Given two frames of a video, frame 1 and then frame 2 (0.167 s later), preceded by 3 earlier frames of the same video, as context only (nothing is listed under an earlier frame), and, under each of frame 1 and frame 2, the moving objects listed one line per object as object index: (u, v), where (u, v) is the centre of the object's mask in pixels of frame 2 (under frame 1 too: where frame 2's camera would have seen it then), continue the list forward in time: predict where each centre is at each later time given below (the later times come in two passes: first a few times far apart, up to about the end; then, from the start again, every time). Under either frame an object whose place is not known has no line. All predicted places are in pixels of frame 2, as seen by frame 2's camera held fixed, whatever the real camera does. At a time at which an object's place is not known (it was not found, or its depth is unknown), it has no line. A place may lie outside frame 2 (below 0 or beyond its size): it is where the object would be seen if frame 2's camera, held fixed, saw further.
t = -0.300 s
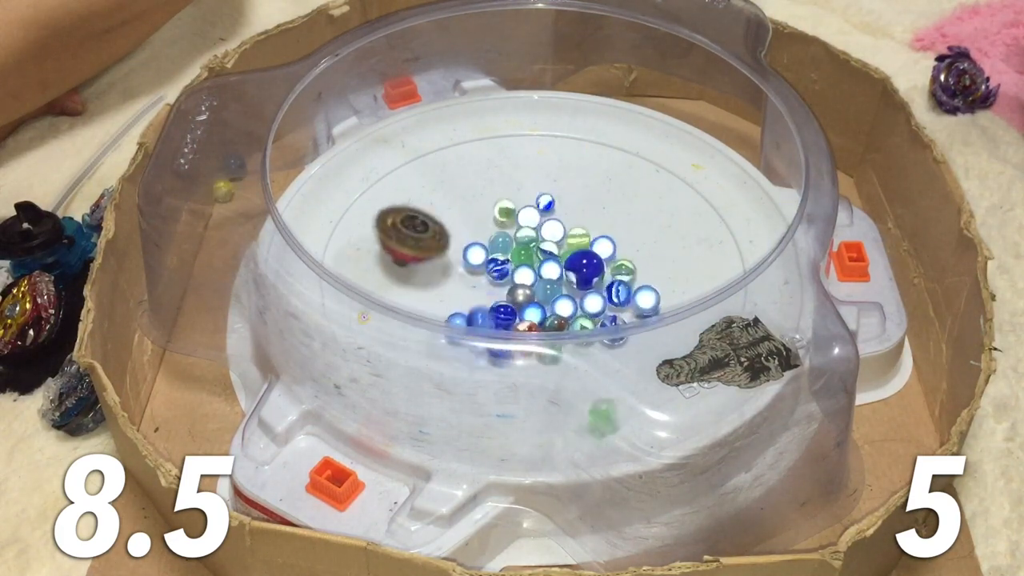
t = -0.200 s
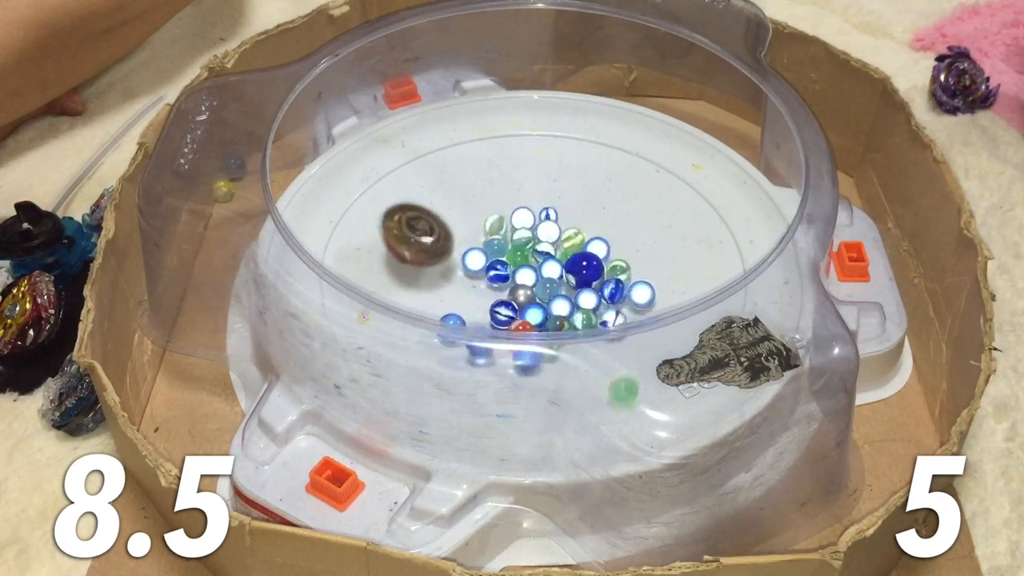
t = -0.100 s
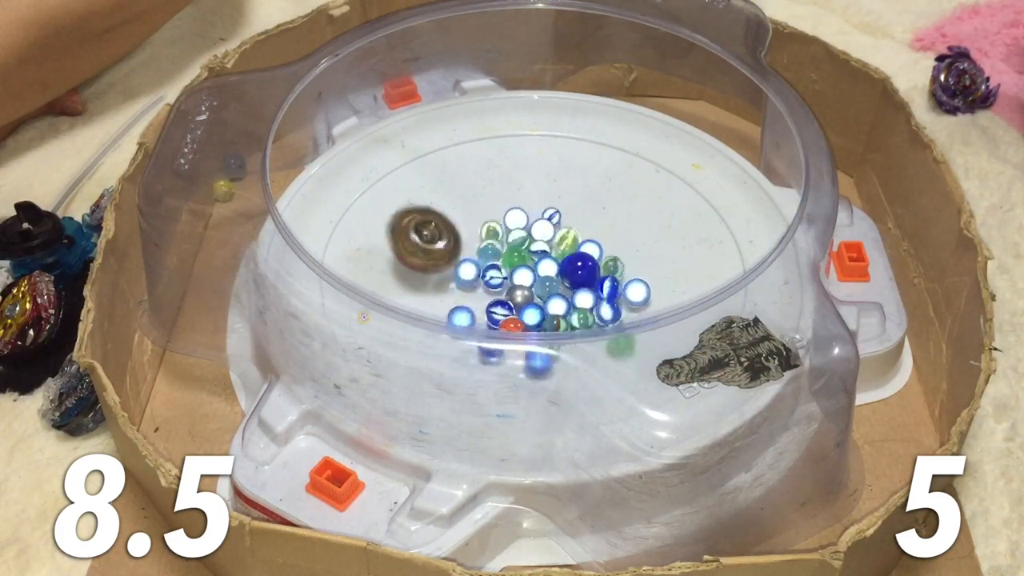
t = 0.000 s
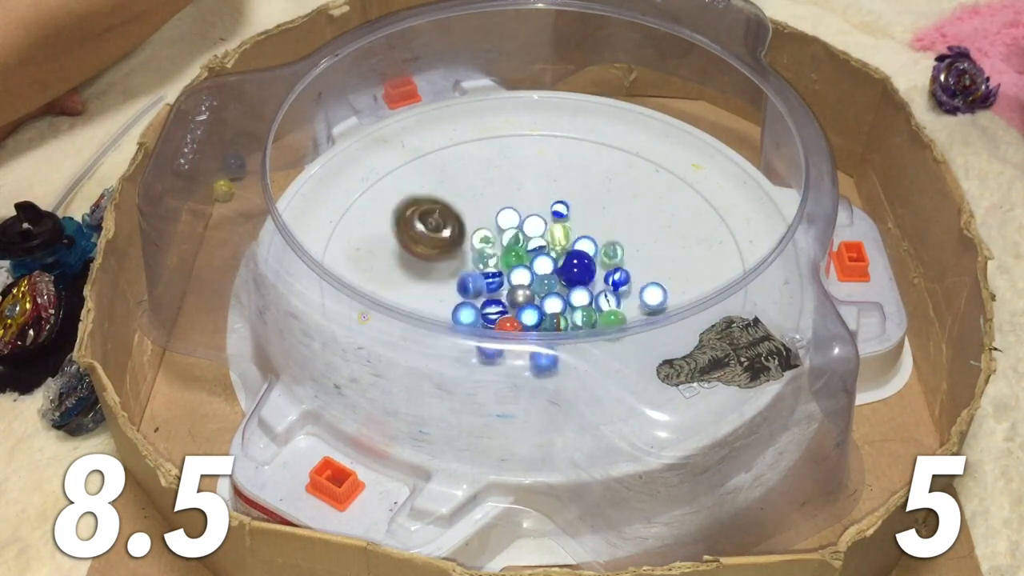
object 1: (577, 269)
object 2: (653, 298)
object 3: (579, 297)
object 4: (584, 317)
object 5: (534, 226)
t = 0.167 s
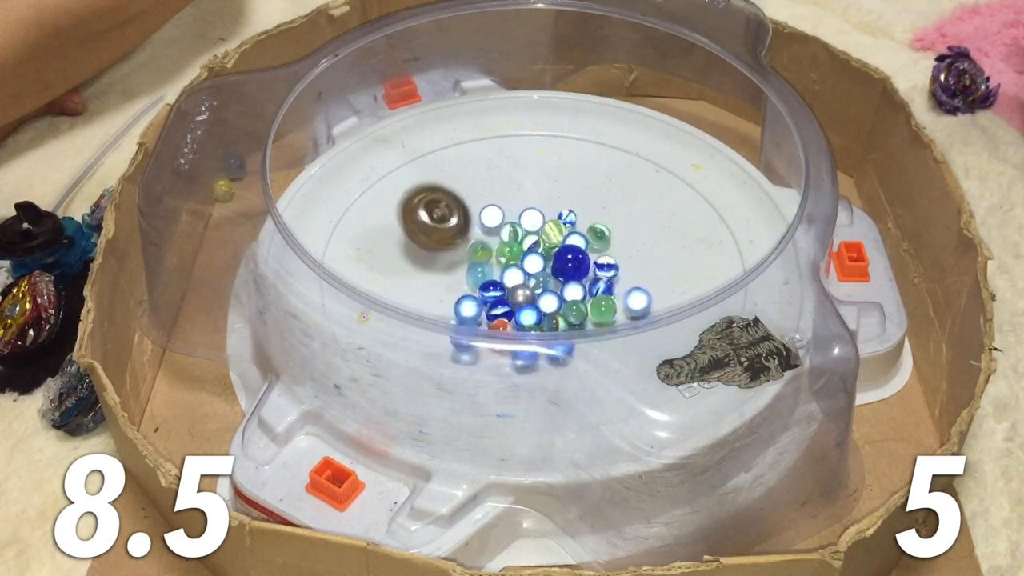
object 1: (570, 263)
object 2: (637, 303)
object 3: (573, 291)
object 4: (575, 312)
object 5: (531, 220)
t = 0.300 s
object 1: (567, 263)
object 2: (622, 291)
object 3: (569, 291)
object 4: (571, 310)
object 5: (525, 219)
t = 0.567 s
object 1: (562, 261)
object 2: (619, 286)
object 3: (568, 289)
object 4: (572, 308)
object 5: (521, 225)
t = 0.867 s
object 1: (556, 262)
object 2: (622, 294)
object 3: (565, 289)
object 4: (572, 308)
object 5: (528, 211)
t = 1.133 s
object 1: (555, 261)
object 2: (621, 295)
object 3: (565, 288)
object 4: (572, 308)
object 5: (541, 212)
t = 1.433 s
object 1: (554, 263)
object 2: (621, 289)
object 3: (565, 290)
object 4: (573, 309)
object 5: (534, 202)
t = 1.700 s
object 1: (550, 257)
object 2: (616, 293)
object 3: (559, 284)
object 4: (569, 305)
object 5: (529, 231)
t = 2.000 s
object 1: (547, 257)
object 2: (614, 292)
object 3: (558, 284)
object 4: (568, 305)
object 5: (551, 233)
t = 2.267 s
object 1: (547, 256)
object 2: (614, 291)
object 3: (558, 283)
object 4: (571, 305)
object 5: (532, 233)
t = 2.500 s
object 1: (549, 258)
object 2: (617, 292)
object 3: (560, 285)
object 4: (572, 306)
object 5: (535, 229)
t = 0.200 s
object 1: (568, 263)
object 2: (629, 302)
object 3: (573, 291)
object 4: (574, 312)
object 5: (532, 219)
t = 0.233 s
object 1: (567, 263)
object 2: (626, 298)
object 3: (572, 291)
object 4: (572, 312)
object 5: (530, 219)
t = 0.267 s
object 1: (567, 263)
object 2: (624, 295)
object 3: (571, 290)
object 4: (572, 311)
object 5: (528, 219)
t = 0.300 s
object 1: (567, 263)
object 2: (622, 291)
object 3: (569, 291)
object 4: (571, 310)
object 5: (525, 219)
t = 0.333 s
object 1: (566, 262)
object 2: (623, 289)
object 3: (567, 291)
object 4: (571, 309)
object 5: (522, 219)
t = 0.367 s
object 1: (567, 263)
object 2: (625, 288)
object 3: (567, 291)
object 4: (570, 310)
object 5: (522, 218)
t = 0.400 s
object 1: (567, 263)
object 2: (626, 287)
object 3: (567, 291)
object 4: (572, 311)
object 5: (522, 216)
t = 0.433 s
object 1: (566, 263)
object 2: (625, 286)
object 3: (566, 291)
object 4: (572, 311)
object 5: (523, 216)
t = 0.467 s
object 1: (565, 263)
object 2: (623, 286)
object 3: (568, 291)
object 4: (572, 311)
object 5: (524, 218)
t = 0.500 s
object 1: (564, 262)
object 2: (621, 286)
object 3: (568, 290)
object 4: (572, 310)
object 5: (524, 219)
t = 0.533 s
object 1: (563, 262)
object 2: (619, 287)
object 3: (568, 289)
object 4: (572, 309)
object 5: (523, 222)
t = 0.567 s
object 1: (562, 261)
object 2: (619, 286)
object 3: (568, 289)
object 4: (572, 308)
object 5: (521, 225)
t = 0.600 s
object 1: (561, 261)
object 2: (618, 285)
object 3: (567, 288)
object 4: (571, 307)
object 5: (519, 226)
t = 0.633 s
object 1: (559, 260)
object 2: (617, 285)
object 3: (567, 288)
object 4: (570, 307)
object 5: (517, 226)
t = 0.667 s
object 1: (559, 260)
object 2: (616, 284)
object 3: (566, 287)
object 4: (570, 307)
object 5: (515, 226)
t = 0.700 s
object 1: (558, 259)
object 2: (617, 283)
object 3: (566, 287)
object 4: (570, 307)
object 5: (513, 226)
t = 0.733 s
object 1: (558, 259)
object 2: (618, 283)
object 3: (565, 287)
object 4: (570, 307)
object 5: (517, 223)
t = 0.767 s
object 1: (558, 260)
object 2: (620, 287)
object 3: (565, 288)
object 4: (571, 307)
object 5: (519, 218)
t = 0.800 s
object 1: (558, 261)
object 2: (621, 290)
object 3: (565, 288)
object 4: (571, 308)
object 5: (522, 214)
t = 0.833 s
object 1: (557, 262)
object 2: (621, 292)
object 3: (565, 289)
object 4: (572, 308)
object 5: (525, 212)
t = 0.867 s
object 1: (556, 262)
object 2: (622, 294)
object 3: (565, 289)
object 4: (572, 308)
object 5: (528, 211)
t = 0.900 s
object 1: (556, 262)
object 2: (622, 295)
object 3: (565, 289)
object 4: (572, 308)
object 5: (531, 211)
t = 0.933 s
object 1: (556, 262)
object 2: (622, 296)
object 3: (566, 289)
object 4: (573, 308)
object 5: (533, 211)
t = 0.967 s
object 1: (556, 262)
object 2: (623, 297)
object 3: (565, 289)
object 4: (573, 308)
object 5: (535, 210)
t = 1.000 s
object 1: (556, 262)
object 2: (622, 296)
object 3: (565, 289)
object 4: (573, 308)
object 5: (536, 210)
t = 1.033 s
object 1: (556, 262)
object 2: (622, 296)
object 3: (565, 289)
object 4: (572, 308)
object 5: (537, 211)
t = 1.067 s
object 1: (556, 262)
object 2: (622, 296)
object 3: (565, 289)
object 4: (572, 308)
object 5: (538, 211)
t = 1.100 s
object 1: (555, 261)
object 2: (622, 295)
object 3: (565, 289)
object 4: (572, 308)
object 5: (540, 212)
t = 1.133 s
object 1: (555, 261)
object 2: (621, 295)
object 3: (565, 288)
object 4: (572, 308)
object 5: (541, 212)
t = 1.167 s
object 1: (554, 261)
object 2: (621, 294)
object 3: (565, 288)
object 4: (572, 308)
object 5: (540, 212)
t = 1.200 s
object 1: (554, 261)
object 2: (621, 293)
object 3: (565, 288)
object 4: (572, 308)
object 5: (539, 213)
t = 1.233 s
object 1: (554, 261)
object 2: (621, 291)
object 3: (565, 288)
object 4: (572, 308)
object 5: (539, 213)
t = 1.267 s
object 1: (554, 261)
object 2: (620, 290)
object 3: (565, 288)
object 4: (572, 308)
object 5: (539, 213)
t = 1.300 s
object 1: (554, 261)
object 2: (620, 288)
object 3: (565, 289)
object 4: (573, 308)
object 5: (539, 211)
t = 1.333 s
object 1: (555, 262)
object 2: (620, 288)
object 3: (566, 289)
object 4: (573, 309)
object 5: (538, 206)
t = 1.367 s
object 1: (555, 263)
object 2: (621, 288)
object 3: (566, 290)
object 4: (574, 309)
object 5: (537, 203)
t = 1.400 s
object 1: (554, 263)
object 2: (621, 289)
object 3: (566, 290)
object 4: (573, 309)
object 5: (536, 202)
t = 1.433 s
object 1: (554, 263)
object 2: (621, 289)
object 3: (565, 290)
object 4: (573, 309)
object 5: (534, 202)
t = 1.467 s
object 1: (553, 262)
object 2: (620, 289)
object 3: (564, 289)
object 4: (573, 308)
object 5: (533, 202)
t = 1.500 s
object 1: (552, 261)
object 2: (619, 291)
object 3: (563, 288)
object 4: (572, 308)
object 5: (531, 206)
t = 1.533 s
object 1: (551, 260)
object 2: (619, 292)
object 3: (562, 288)
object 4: (572, 307)
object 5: (529, 212)
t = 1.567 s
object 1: (552, 261)
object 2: (618, 293)
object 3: (561, 287)
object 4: (571, 307)
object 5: (527, 219)
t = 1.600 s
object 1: (551, 259)
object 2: (617, 293)
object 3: (560, 286)
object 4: (570, 306)
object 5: (526, 227)
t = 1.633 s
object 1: (552, 258)
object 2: (617, 293)
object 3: (560, 285)
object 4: (569, 306)
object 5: (527, 230)
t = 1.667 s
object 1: (551, 258)
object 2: (616, 293)
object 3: (560, 285)
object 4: (569, 305)
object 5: (526, 230)
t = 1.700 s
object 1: (550, 257)
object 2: (616, 293)
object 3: (559, 284)
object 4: (569, 305)
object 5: (529, 231)
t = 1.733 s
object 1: (549, 257)
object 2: (615, 292)
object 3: (558, 284)
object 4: (569, 304)
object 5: (529, 230)
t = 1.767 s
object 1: (546, 256)
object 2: (614, 292)
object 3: (558, 283)
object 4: (569, 304)
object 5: (532, 231)
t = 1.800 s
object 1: (545, 256)
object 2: (615, 292)
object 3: (557, 283)
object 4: (569, 305)
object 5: (537, 230)
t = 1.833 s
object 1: (548, 256)
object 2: (616, 293)
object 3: (557, 283)
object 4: (569, 305)
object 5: (540, 230)
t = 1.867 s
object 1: (548, 257)
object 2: (616, 293)
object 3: (558, 284)
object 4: (568, 305)
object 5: (543, 231)
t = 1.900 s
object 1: (549, 257)
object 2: (615, 293)
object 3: (558, 284)
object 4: (568, 305)
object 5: (547, 232)
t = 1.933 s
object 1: (549, 257)
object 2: (615, 293)
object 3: (558, 284)
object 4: (568, 305)
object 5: (550, 233)
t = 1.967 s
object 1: (549, 257)
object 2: (614, 292)
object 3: (558, 284)
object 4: (568, 305)
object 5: (551, 233)
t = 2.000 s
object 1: (547, 257)
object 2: (614, 292)
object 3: (558, 284)
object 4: (568, 305)
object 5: (551, 233)
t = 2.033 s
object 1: (548, 257)
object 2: (614, 292)
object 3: (558, 284)
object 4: (568, 305)
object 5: (550, 232)
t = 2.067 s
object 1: (548, 257)
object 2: (614, 292)
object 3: (558, 284)
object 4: (568, 305)
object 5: (549, 232)
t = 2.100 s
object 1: (548, 257)
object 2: (614, 292)
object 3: (557, 284)
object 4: (568, 305)
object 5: (547, 232)
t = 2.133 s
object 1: (548, 257)
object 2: (614, 292)
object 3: (558, 284)
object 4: (568, 305)
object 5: (545, 232)
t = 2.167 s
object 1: (548, 257)
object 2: (614, 292)
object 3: (558, 283)
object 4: (569, 305)
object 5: (541, 232)
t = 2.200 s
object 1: (548, 256)
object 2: (614, 292)
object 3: (558, 283)
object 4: (570, 305)
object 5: (537, 233)
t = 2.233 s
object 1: (546, 256)
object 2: (614, 291)
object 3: (558, 283)
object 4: (570, 305)
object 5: (533, 234)
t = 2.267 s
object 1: (547, 256)
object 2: (614, 291)
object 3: (558, 283)
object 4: (571, 305)
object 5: (532, 233)
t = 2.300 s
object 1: (548, 256)
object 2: (615, 292)
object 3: (558, 283)
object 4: (572, 305)
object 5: (532, 232)
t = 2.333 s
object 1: (547, 256)
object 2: (614, 291)
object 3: (558, 284)
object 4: (572, 306)
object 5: (531, 232)
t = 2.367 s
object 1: (547, 256)
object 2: (614, 291)
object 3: (558, 284)
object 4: (572, 306)
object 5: (530, 232)
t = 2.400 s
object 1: (547, 257)
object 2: (615, 292)
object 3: (558, 284)
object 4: (572, 306)
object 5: (533, 230)
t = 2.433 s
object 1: (549, 257)
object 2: (615, 292)
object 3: (559, 285)
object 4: (572, 306)
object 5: (533, 228)
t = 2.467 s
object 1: (549, 258)
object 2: (616, 292)
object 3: (560, 285)
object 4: (572, 306)
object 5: (533, 228)
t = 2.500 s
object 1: (549, 258)
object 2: (617, 292)
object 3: (560, 285)
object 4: (572, 306)
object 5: (535, 229)
